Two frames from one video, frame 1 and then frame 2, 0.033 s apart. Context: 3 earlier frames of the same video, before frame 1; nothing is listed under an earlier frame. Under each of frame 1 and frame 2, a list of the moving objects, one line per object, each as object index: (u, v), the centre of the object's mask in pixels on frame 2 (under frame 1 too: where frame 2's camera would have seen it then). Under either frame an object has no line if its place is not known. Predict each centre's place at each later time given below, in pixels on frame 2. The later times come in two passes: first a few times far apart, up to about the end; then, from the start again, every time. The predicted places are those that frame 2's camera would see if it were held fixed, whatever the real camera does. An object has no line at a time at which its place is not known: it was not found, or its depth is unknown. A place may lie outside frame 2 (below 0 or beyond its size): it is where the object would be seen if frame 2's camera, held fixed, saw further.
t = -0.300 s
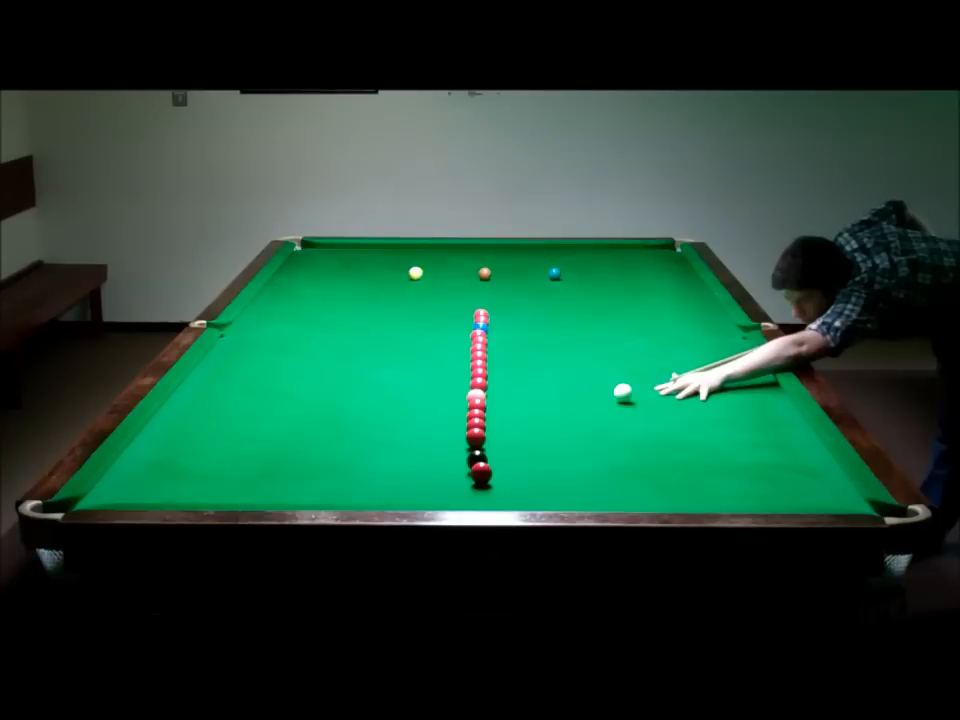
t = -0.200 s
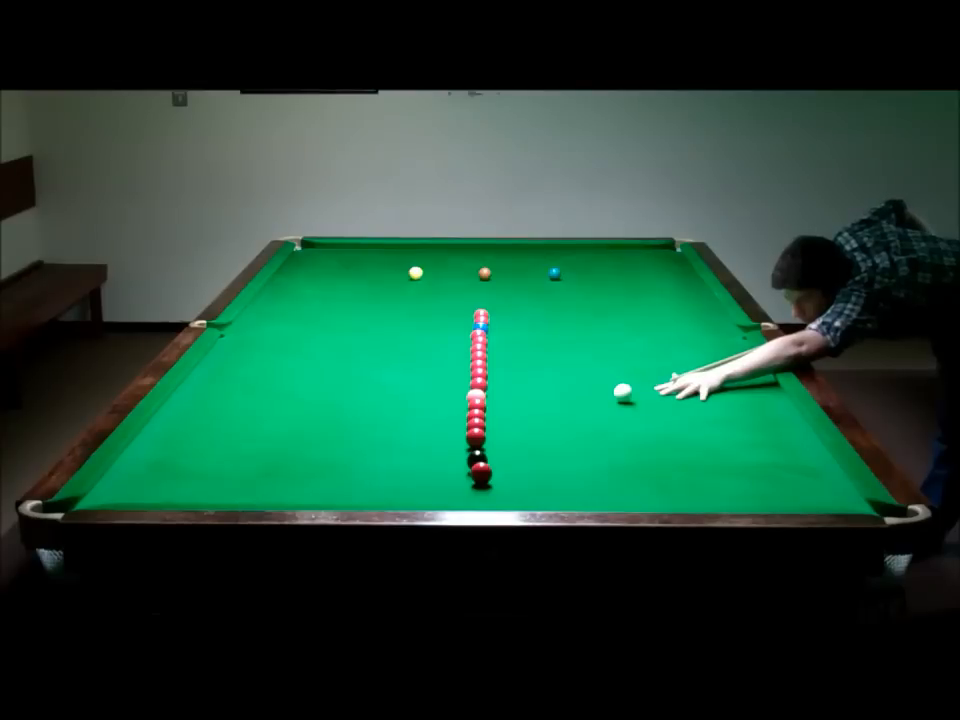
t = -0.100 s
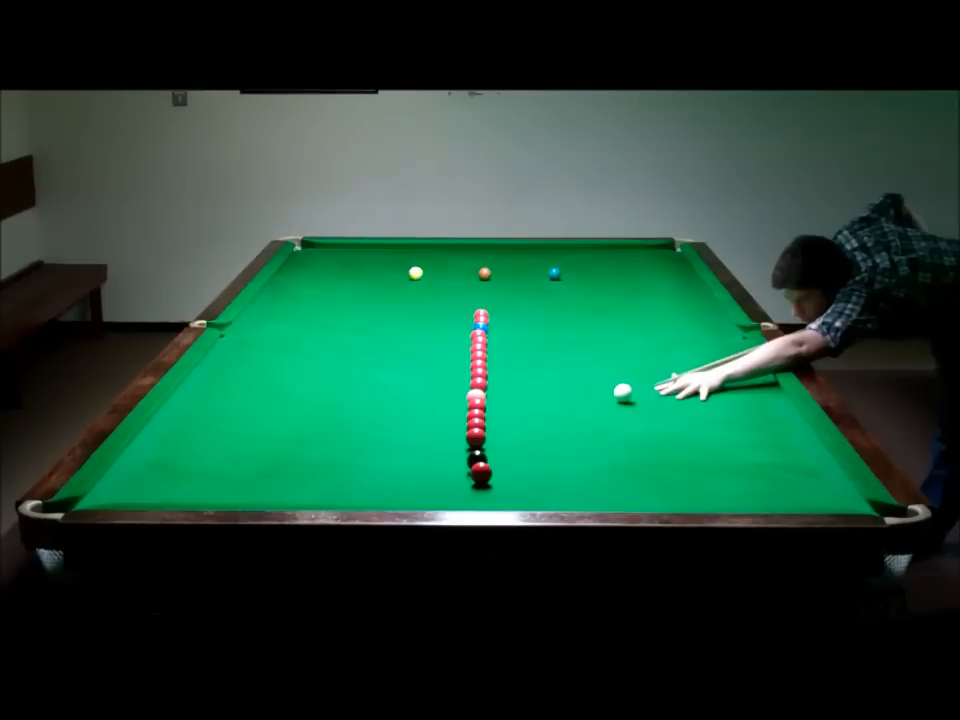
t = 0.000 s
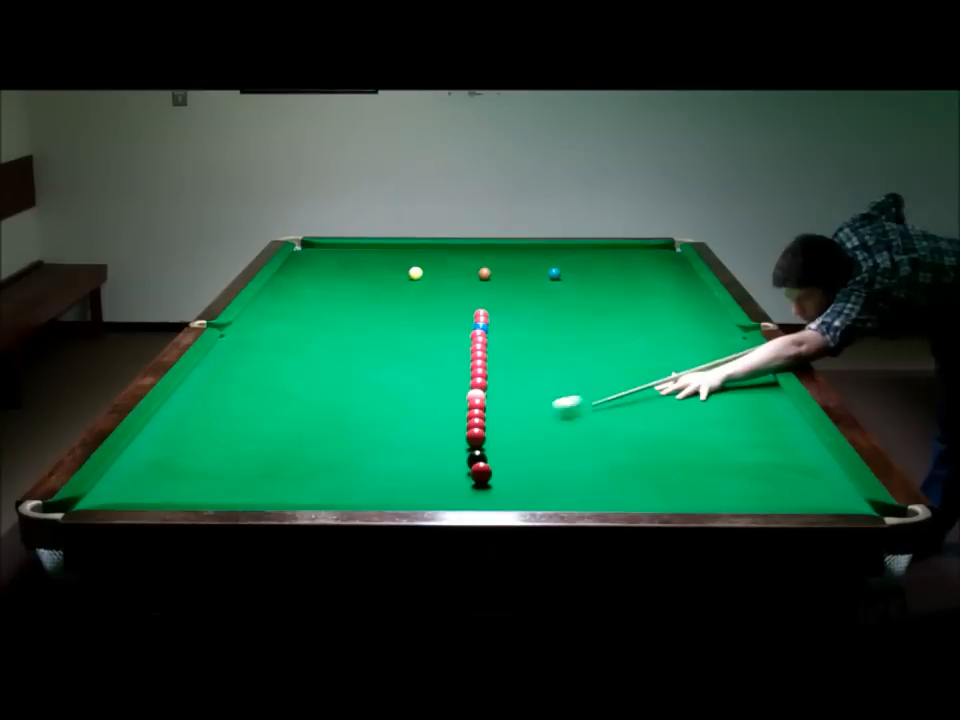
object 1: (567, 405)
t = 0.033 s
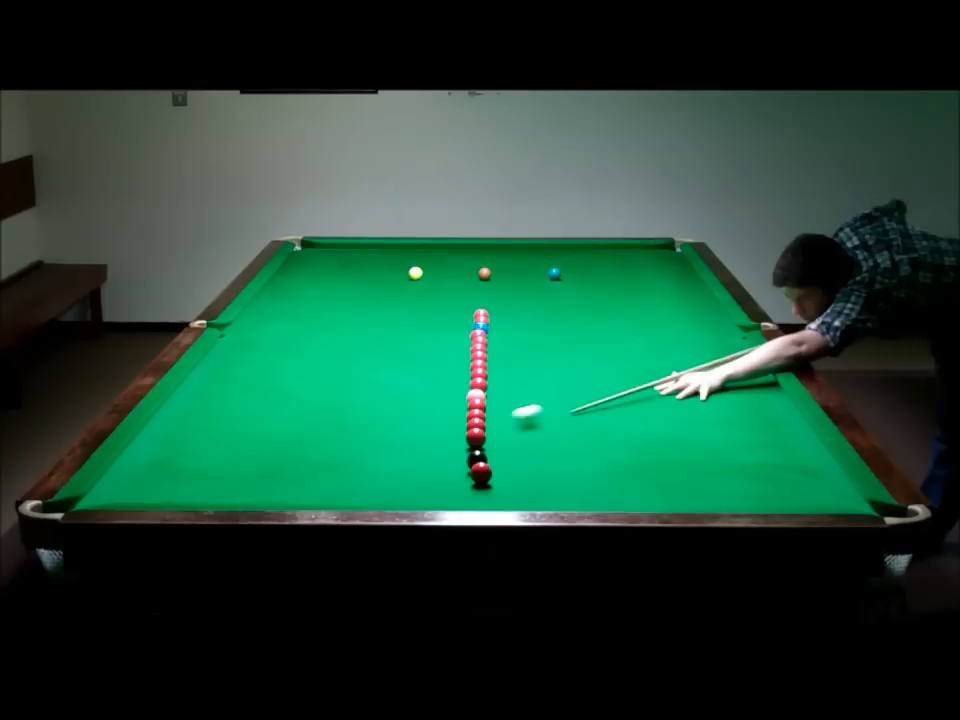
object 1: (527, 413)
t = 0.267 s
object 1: (505, 427)
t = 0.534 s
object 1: (524, 431)
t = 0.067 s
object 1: (507, 417)
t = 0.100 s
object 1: (493, 424)
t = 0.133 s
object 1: (495, 426)
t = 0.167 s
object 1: (497, 426)
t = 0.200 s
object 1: (500, 427)
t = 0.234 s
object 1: (503, 427)
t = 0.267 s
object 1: (505, 427)
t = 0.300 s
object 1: (508, 428)
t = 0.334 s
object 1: (510, 429)
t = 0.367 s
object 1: (512, 429)
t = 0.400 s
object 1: (515, 429)
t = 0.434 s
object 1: (517, 430)
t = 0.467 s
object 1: (519, 430)
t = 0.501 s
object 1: (521, 430)
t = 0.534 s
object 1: (524, 431)
